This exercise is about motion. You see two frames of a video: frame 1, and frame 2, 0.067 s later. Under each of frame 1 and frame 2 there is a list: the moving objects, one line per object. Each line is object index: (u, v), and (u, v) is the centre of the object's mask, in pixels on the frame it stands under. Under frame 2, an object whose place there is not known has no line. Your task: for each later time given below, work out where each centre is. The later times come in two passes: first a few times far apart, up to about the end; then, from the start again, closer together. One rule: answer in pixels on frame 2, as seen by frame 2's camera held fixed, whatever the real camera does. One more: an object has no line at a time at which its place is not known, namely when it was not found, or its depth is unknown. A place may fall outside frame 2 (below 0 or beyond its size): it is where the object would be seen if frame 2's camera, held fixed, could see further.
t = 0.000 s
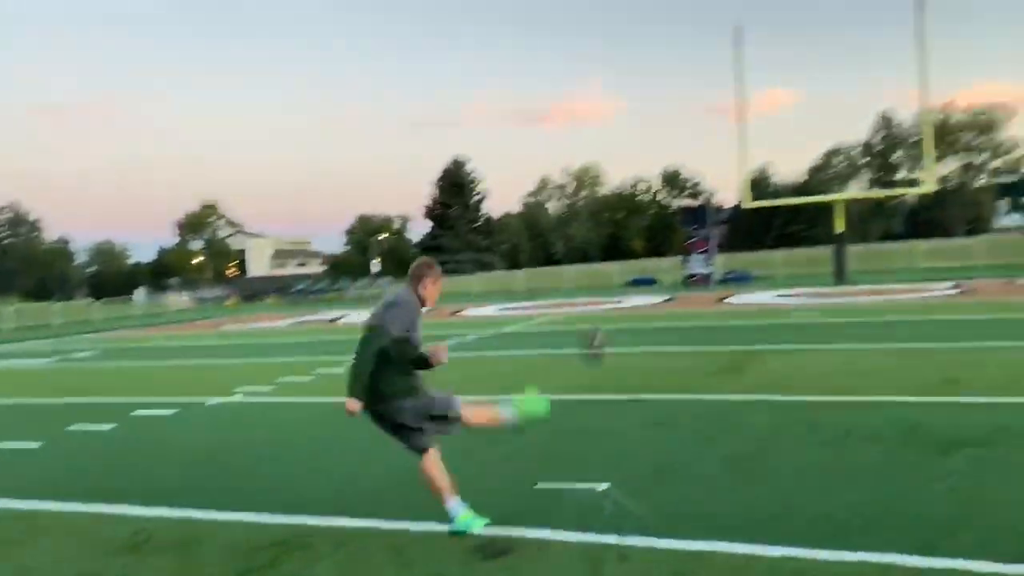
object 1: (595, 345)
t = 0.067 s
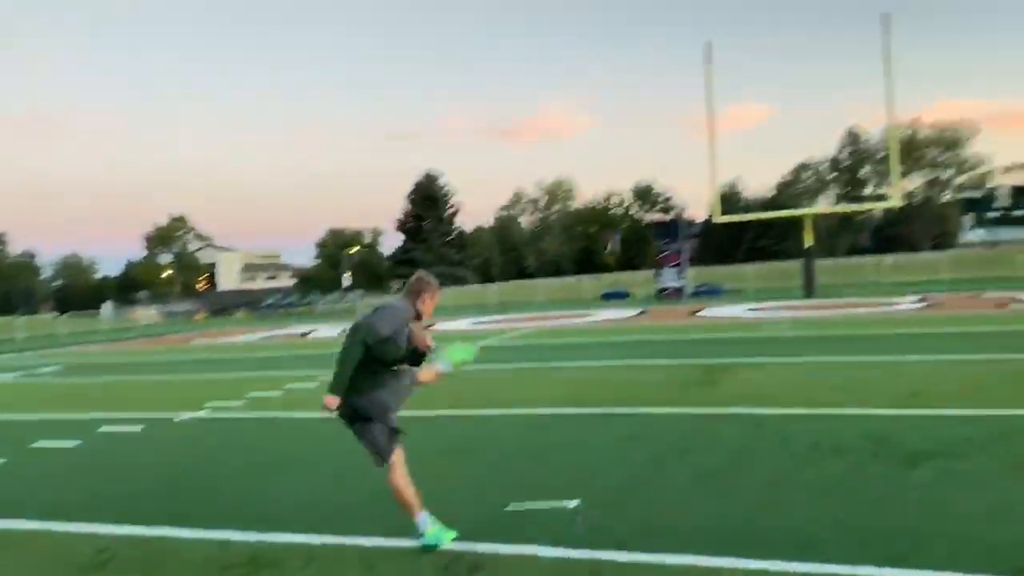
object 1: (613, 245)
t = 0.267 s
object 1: (680, 84)
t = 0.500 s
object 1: (718, 13)
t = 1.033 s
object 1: (739, 9)
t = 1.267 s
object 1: (739, 35)
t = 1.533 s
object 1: (739, 71)
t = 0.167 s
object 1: (651, 144)
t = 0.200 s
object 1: (663, 121)
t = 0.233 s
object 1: (672, 100)
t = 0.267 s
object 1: (680, 84)
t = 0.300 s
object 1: (688, 69)
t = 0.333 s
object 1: (695, 55)
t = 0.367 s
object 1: (702, 44)
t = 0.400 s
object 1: (707, 34)
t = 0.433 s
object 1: (712, 25)
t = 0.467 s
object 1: (714, 19)
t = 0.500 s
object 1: (718, 13)
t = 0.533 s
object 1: (722, 8)
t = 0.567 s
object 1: (725, 3)
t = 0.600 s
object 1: (729, 0)
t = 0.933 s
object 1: (739, 0)
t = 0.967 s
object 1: (739, 3)
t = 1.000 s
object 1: (739, 6)
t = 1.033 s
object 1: (739, 9)
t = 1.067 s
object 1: (740, 12)
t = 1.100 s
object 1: (739, 16)
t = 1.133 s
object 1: (739, 20)
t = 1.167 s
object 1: (739, 24)
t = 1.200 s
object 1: (739, 27)
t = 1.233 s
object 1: (739, 31)
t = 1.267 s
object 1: (739, 35)
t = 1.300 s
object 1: (739, 40)
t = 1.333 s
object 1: (739, 44)
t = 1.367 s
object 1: (739, 48)
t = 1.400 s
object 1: (739, 53)
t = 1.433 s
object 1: (739, 57)
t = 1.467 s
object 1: (739, 62)
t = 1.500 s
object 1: (739, 67)
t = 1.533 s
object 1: (739, 71)
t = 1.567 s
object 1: (739, 76)
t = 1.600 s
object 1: (739, 81)
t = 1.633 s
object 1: (739, 86)
